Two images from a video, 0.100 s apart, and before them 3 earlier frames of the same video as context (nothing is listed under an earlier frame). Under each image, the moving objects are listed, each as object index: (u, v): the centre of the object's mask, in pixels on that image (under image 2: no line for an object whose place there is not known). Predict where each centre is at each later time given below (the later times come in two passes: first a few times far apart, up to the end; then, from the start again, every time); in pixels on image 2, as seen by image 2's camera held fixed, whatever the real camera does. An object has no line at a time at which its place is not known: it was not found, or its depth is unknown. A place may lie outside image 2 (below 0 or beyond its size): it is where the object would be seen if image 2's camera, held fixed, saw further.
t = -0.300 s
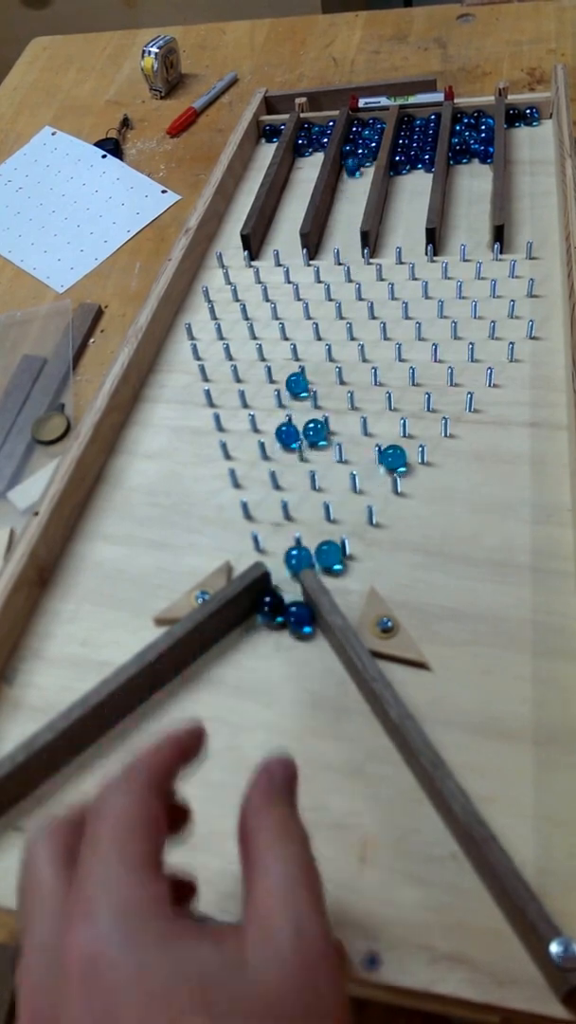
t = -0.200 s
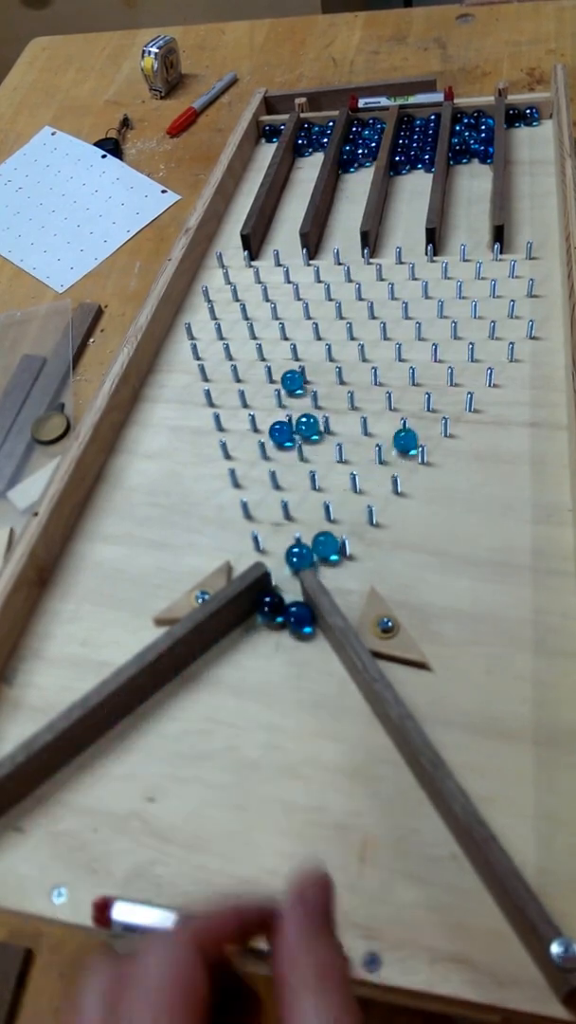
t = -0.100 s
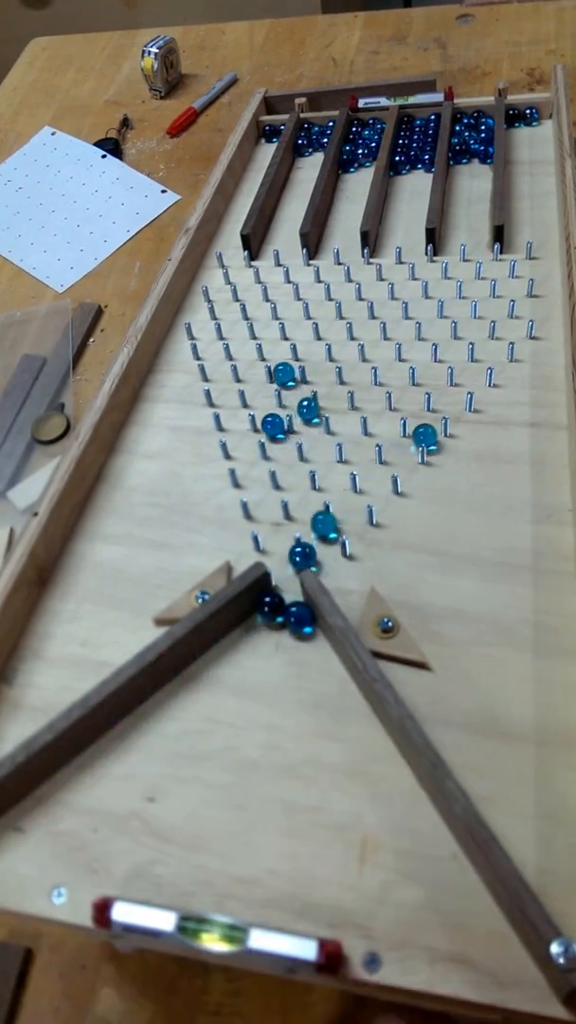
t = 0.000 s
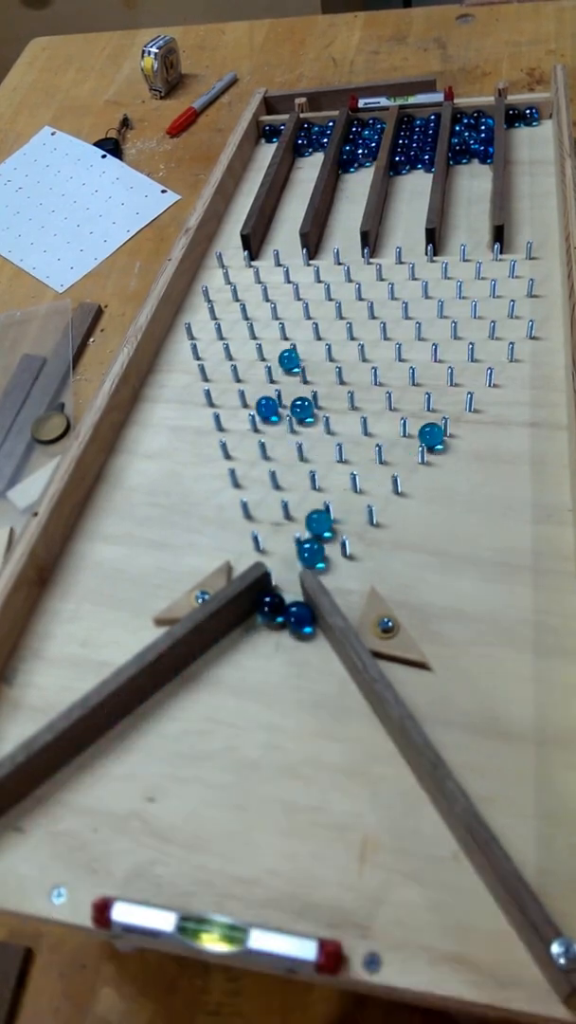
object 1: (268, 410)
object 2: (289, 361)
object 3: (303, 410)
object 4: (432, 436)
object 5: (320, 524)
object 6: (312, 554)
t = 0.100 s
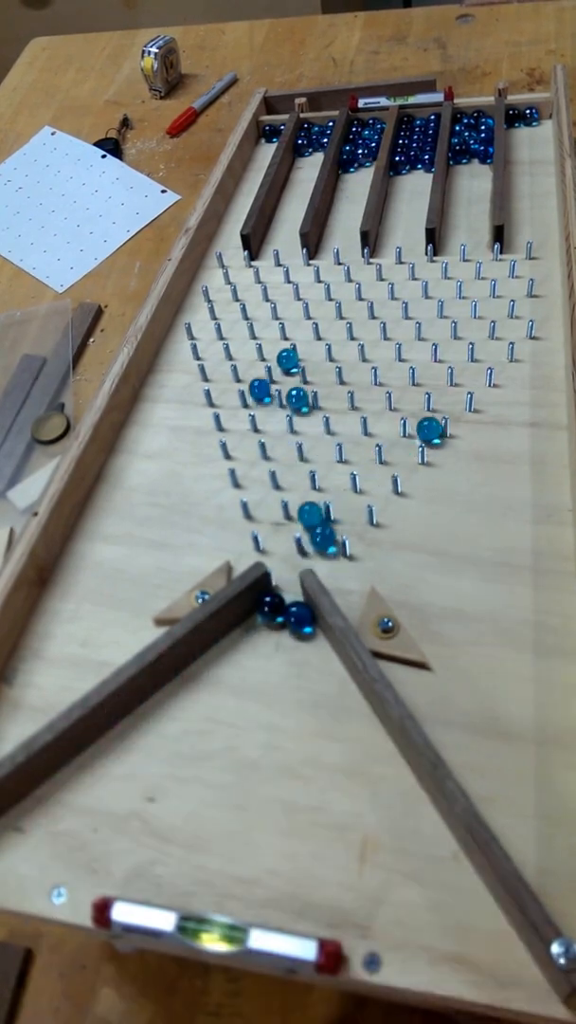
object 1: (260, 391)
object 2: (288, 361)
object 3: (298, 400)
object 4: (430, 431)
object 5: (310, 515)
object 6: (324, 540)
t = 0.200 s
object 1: (257, 385)
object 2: (284, 358)
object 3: (293, 384)
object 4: (421, 417)
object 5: (306, 496)
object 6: (340, 527)
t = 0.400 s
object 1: (251, 360)
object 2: (273, 339)
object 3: (282, 380)
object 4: (414, 398)
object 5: (291, 483)
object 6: (352, 518)
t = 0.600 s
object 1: (246, 351)
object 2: (261, 335)
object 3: (296, 361)
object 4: (428, 383)
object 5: (307, 466)
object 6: (354, 497)
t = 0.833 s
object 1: (269, 335)
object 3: (322, 338)
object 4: (454, 355)
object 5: (337, 435)
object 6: (368, 490)
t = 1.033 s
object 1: (270, 319)
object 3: (325, 319)
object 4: (461, 338)
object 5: (343, 426)
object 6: (398, 465)
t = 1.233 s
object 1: (264, 316)
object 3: (320, 312)
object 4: (475, 321)
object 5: (359, 410)
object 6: (403, 455)
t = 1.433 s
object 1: (255, 301)
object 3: (329, 299)
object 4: (466, 315)
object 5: (386, 382)
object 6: (398, 441)
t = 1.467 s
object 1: (251, 301)
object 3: (331, 297)
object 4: (463, 313)
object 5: (396, 380)
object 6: (398, 439)
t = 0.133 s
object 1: (263, 383)
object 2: (287, 360)
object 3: (297, 394)
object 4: (427, 427)
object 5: (308, 511)
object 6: (328, 530)
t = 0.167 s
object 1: (260, 385)
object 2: (286, 359)
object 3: (296, 387)
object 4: (424, 424)
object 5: (307, 505)
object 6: (333, 526)
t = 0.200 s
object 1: (257, 385)
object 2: (284, 358)
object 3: (293, 384)
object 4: (421, 417)
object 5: (306, 496)
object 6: (340, 527)
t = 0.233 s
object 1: (255, 383)
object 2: (283, 357)
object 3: (287, 384)
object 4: (419, 411)
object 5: (301, 492)
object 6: (348, 527)
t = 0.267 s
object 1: (253, 381)
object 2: (281, 354)
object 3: (283, 383)
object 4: (412, 408)
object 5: (294, 490)
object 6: (353, 525)
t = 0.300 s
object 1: (251, 377)
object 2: (279, 351)
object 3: (278, 380)
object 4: (406, 405)
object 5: (288, 487)
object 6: (354, 524)
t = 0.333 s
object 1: (250, 372)
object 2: (278, 347)
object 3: (279, 381)
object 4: (409, 404)
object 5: (288, 487)
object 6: (353, 524)
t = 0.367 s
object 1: (250, 366)
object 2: (276, 341)
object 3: (280, 381)
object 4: (412, 402)
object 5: (290, 486)
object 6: (353, 521)
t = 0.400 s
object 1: (251, 360)
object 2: (273, 339)
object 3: (282, 380)
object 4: (414, 398)
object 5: (291, 483)
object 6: (352, 518)
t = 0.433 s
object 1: (244, 358)
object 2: (268, 339)
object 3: (284, 377)
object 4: (414, 393)
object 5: (294, 480)
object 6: (352, 512)
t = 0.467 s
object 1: (239, 356)
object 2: (263, 338)
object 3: (286, 373)
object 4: (416, 386)
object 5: (296, 474)
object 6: (353, 504)
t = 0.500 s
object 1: (239, 356)
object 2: (259, 335)
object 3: (289, 368)
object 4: (418, 386)
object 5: (299, 466)
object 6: (353, 496)
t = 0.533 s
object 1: (241, 355)
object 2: (260, 336)
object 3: (292, 362)
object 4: (421, 386)
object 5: (301, 464)
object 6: (353, 498)
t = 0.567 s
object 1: (243, 354)
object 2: (260, 336)
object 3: (293, 362)
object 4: (425, 384)
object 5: (304, 466)
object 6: (353, 498)
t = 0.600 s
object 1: (246, 351)
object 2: (261, 335)
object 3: (296, 361)
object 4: (428, 383)
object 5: (307, 466)
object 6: (354, 497)
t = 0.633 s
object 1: (248, 347)
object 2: (263, 333)
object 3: (299, 361)
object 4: (431, 380)
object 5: (311, 464)
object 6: (355, 495)
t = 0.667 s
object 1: (251, 341)
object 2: (265, 330)
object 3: (302, 358)
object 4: (435, 375)
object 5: (314, 462)
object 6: (356, 494)
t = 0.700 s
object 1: (254, 337)
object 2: (268, 325)
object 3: (306, 357)
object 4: (438, 368)
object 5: (318, 458)
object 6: (357, 494)
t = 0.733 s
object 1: (260, 336)
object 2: (271, 318)
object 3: (309, 354)
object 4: (441, 360)
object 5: (322, 452)
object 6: (359, 494)
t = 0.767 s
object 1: (266, 335)
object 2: (274, 318)
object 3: (314, 350)
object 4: (451, 358)
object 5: (325, 445)
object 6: (362, 492)
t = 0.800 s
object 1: (269, 334)
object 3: (317, 345)
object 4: (457, 356)
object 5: (329, 436)
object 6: (364, 491)
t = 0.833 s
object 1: (269, 335)
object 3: (322, 338)
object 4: (454, 355)
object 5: (337, 435)
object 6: (368, 490)
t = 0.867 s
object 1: (268, 334)
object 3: (331, 333)
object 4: (452, 354)
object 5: (345, 434)
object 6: (371, 486)
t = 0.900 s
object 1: (268, 333)
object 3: (335, 329)
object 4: (452, 352)
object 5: (351, 432)
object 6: (375, 481)
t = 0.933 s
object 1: (268, 330)
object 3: (334, 324)
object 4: (454, 348)
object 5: (348, 432)
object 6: (379, 474)
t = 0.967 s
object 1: (269, 327)
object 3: (333, 318)
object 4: (456, 343)
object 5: (346, 432)
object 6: (382, 466)
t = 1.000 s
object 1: (270, 321)
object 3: (329, 319)
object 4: (457, 338)
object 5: (344, 429)
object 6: (390, 465)
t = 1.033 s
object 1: (270, 319)
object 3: (325, 319)
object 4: (461, 338)
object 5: (343, 426)
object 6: (398, 465)
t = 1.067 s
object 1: (269, 320)
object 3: (321, 318)
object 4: (465, 337)
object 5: (345, 423)
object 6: (405, 463)
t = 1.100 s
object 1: (268, 320)
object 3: (317, 316)
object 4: (469, 336)
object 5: (348, 418)
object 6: (406, 462)
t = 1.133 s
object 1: (267, 319)
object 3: (316, 315)
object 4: (474, 334)
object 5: (351, 412)
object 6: (405, 462)
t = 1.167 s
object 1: (267, 318)
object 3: (317, 315)
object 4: (478, 330)
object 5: (353, 411)
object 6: (405, 462)
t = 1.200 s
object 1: (265, 318)
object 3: (319, 314)
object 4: (477, 326)
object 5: (355, 411)
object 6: (404, 459)
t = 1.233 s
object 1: (264, 316)
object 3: (320, 312)
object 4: (475, 321)
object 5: (359, 410)
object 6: (403, 455)
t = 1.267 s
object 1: (262, 314)
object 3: (321, 309)
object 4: (473, 317)
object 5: (363, 408)
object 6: (402, 451)
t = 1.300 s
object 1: (261, 312)
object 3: (323, 305)
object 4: (472, 318)
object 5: (367, 406)
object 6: (402, 444)
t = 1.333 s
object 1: (260, 308)
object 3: (326, 299)
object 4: (471, 318)
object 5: (370, 401)
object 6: (402, 438)
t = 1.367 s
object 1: (260, 303)
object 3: (327, 300)
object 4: (470, 317)
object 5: (375, 396)
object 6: (400, 441)
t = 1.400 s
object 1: (258, 301)
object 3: (328, 300)
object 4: (468, 316)
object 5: (378, 388)
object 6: (399, 442)
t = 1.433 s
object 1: (255, 301)
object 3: (329, 299)
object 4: (466, 315)
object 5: (386, 382)
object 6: (398, 441)
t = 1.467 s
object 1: (251, 301)
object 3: (331, 297)
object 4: (463, 313)
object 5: (396, 380)
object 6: (398, 439)
